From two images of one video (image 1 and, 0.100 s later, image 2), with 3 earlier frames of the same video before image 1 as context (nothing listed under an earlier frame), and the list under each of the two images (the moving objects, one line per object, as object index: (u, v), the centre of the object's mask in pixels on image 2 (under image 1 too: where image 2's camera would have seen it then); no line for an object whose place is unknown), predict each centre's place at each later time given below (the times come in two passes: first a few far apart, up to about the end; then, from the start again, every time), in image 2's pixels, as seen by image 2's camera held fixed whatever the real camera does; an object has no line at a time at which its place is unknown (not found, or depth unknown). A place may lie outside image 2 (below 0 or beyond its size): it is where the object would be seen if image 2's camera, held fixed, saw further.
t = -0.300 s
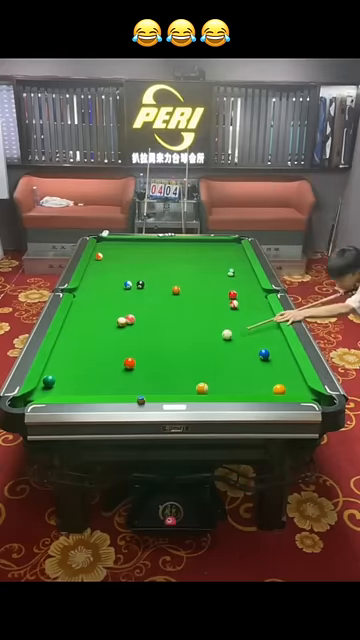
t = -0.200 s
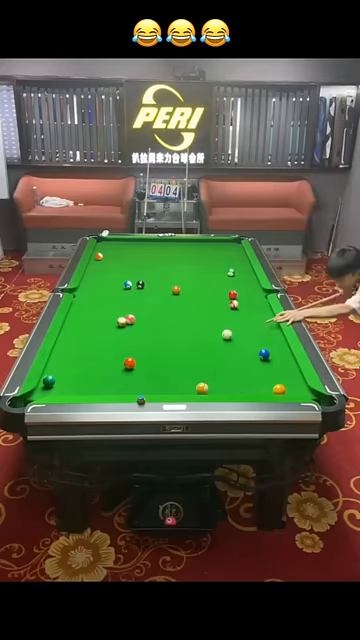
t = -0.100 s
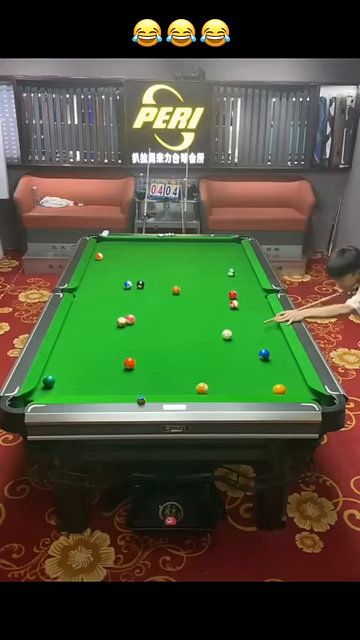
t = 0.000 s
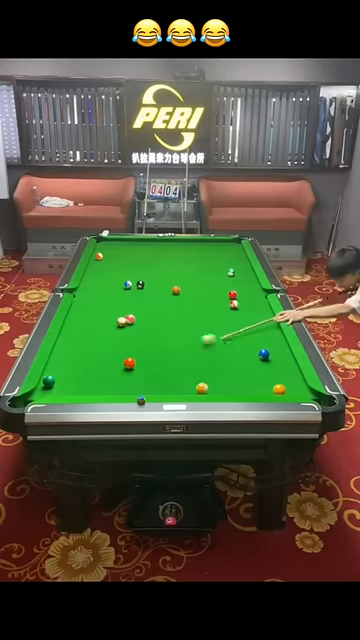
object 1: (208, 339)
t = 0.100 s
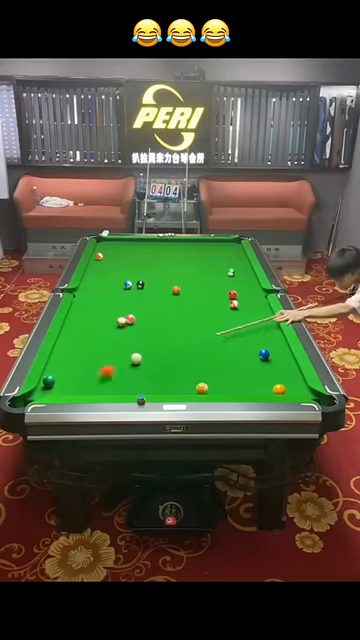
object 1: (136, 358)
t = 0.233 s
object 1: (127, 354)
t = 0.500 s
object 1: (126, 344)
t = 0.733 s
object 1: (126, 336)
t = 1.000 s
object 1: (126, 329)
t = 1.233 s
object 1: (129, 324)
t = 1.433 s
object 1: (131, 323)
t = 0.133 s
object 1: (133, 358)
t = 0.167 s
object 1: (131, 356)
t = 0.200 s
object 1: (129, 355)
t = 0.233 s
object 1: (127, 354)
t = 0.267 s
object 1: (127, 353)
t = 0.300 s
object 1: (126, 351)
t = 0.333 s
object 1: (126, 351)
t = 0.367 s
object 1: (126, 349)
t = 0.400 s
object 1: (126, 348)
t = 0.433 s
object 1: (126, 347)
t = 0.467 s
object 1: (126, 345)
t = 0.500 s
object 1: (126, 344)
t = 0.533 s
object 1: (126, 343)
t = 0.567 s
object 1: (126, 342)
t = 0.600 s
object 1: (126, 341)
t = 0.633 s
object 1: (126, 340)
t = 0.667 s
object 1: (126, 339)
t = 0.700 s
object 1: (126, 337)
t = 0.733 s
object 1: (126, 336)
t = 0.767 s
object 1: (126, 335)
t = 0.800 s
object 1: (126, 334)
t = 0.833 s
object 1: (126, 333)
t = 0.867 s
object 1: (126, 332)
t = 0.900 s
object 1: (126, 331)
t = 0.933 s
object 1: (126, 331)
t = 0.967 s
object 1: (126, 329)
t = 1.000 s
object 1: (126, 329)
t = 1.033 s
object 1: (126, 328)
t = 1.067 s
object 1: (126, 327)
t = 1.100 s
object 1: (126, 326)
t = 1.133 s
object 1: (126, 325)
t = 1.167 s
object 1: (128, 325)
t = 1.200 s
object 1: (128, 325)
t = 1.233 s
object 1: (129, 324)
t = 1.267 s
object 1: (129, 324)
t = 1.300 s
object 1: (129, 324)
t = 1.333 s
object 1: (130, 323)
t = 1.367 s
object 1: (130, 323)
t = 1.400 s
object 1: (131, 323)
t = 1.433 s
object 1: (131, 323)
